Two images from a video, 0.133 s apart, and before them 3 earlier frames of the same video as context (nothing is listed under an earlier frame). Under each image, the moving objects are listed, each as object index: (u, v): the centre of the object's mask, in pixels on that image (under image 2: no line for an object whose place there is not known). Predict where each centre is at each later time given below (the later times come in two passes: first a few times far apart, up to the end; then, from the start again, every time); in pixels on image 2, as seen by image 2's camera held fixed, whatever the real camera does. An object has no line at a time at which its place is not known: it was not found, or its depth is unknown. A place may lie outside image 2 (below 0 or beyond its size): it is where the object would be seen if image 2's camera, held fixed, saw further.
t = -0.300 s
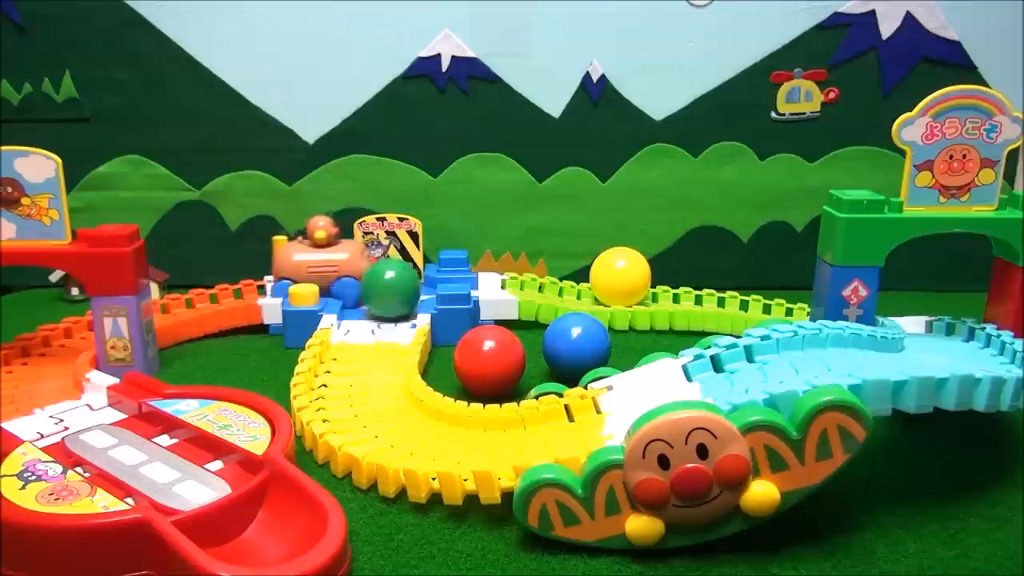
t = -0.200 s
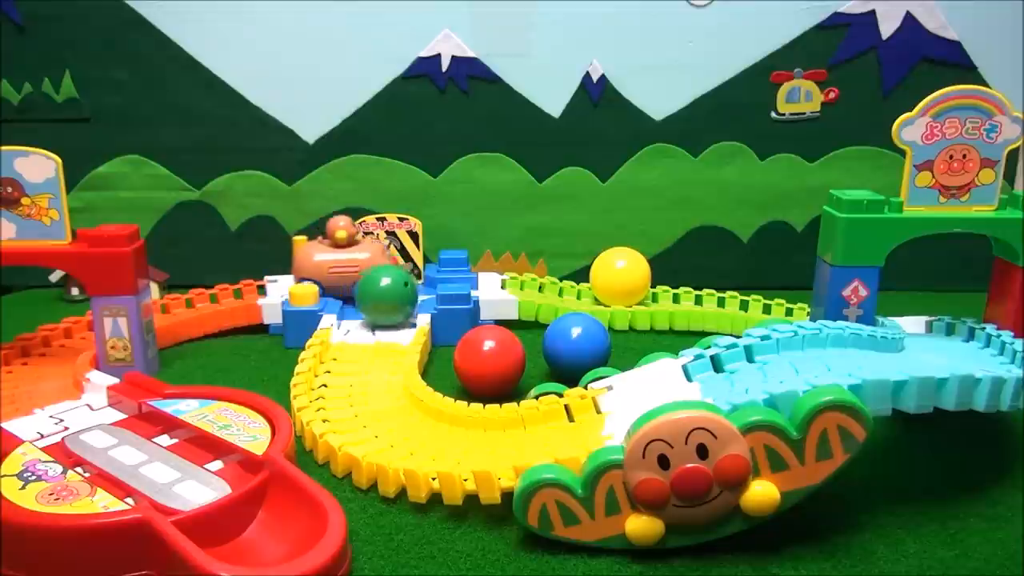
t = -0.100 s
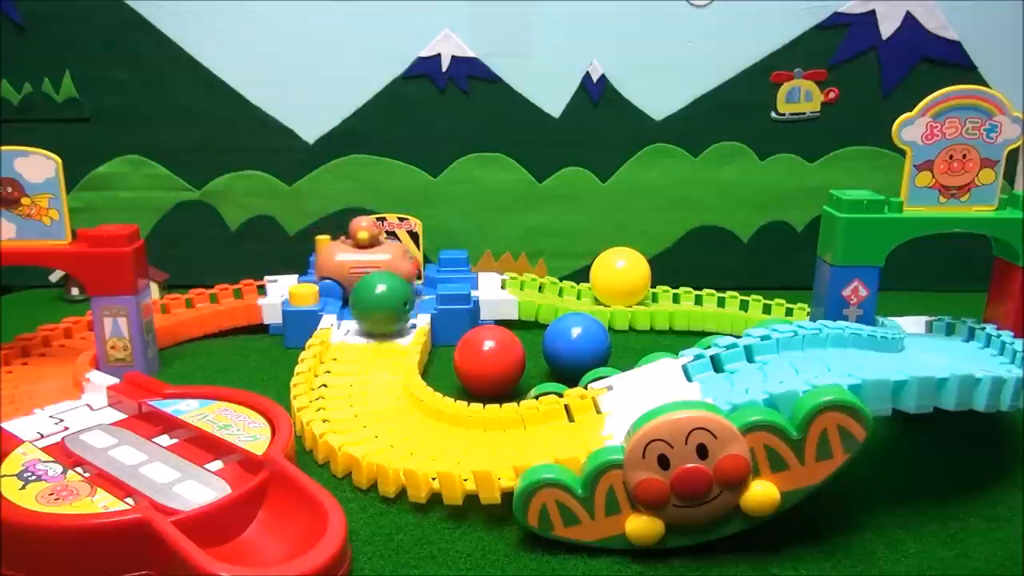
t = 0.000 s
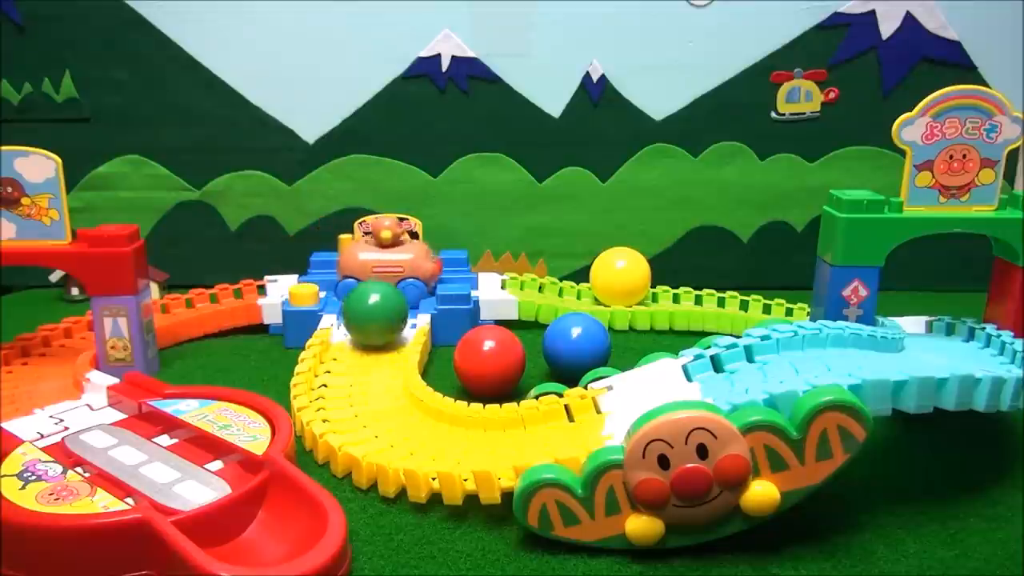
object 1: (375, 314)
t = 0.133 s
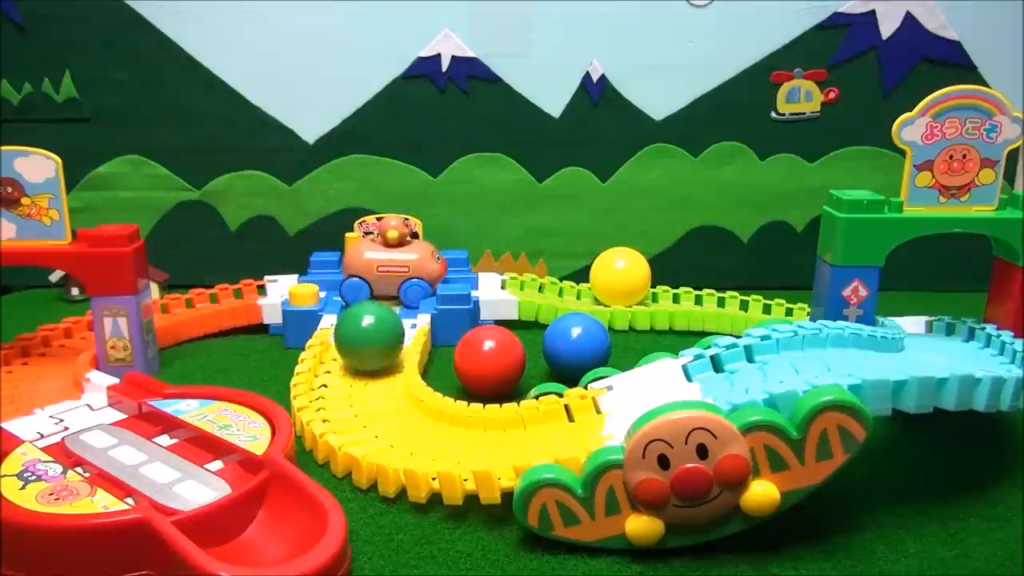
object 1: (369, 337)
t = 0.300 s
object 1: (356, 375)
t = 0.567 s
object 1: (391, 413)
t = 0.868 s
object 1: (420, 421)
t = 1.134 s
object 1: (380, 409)
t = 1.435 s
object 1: (340, 380)
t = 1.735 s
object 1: (337, 355)
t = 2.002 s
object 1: (338, 354)
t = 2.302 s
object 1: (338, 374)
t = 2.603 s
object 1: (345, 384)
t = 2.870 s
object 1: (355, 394)
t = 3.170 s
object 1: (360, 399)
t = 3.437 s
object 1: (366, 402)
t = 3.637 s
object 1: (363, 401)
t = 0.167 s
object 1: (367, 345)
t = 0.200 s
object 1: (365, 354)
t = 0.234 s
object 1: (363, 361)
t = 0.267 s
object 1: (359, 367)
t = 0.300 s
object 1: (356, 375)
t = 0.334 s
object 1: (351, 383)
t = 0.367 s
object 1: (348, 390)
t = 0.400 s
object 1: (356, 396)
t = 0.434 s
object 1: (363, 399)
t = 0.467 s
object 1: (368, 404)
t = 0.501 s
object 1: (375, 408)
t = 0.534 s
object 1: (384, 410)
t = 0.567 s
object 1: (391, 413)
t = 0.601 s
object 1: (399, 417)
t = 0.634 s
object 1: (406, 418)
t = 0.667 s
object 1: (413, 419)
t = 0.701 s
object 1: (417, 420)
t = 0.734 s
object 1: (419, 420)
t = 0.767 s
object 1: (421, 421)
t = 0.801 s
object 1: (423, 421)
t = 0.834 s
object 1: (422, 421)
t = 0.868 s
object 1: (420, 421)
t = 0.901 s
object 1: (418, 421)
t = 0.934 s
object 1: (415, 420)
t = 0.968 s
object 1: (411, 419)
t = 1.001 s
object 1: (406, 418)
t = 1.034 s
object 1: (400, 417)
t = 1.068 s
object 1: (393, 415)
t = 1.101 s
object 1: (387, 413)
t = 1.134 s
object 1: (380, 409)
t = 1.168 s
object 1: (373, 407)
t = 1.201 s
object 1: (368, 403)
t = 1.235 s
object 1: (363, 402)
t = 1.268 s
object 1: (357, 398)
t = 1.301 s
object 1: (354, 393)
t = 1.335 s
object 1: (351, 391)
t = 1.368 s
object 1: (347, 386)
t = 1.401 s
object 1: (343, 383)
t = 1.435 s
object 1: (340, 380)
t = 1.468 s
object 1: (339, 378)
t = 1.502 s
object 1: (338, 374)
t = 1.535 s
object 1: (338, 372)
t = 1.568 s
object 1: (337, 367)
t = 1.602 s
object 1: (336, 364)
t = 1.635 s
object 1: (336, 364)
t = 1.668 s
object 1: (336, 359)
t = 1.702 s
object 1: (336, 357)
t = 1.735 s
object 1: (337, 355)
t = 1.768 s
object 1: (338, 353)
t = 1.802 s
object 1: (339, 350)
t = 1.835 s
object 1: (339, 349)
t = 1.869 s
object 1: (339, 349)
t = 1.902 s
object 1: (339, 349)
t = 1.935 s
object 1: (339, 350)
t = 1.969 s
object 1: (339, 351)
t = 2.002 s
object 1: (338, 354)
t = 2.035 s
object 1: (336, 356)
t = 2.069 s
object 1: (335, 359)
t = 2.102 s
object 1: (336, 361)
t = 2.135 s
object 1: (337, 363)
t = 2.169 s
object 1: (337, 365)
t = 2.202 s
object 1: (337, 367)
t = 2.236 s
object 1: (336, 369)
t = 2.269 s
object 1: (337, 371)
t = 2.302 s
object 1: (338, 374)
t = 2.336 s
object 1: (339, 374)
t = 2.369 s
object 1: (339, 375)
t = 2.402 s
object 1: (339, 376)
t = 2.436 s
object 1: (340, 378)
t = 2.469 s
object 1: (340, 379)
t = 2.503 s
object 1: (341, 380)
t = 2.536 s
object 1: (343, 382)
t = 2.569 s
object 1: (344, 383)
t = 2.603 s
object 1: (345, 384)
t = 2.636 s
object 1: (346, 386)
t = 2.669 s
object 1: (347, 387)
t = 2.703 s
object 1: (347, 388)
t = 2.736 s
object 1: (349, 389)
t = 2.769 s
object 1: (351, 390)
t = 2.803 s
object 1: (352, 392)
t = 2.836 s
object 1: (354, 393)
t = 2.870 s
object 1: (355, 394)
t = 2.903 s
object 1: (356, 394)
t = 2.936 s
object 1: (356, 395)
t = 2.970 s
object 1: (357, 396)
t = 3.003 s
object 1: (358, 396)
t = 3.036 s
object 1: (358, 397)
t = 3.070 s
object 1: (359, 398)
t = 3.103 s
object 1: (359, 398)
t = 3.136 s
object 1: (360, 398)
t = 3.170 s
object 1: (360, 399)
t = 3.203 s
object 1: (361, 399)
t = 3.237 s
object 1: (361, 400)
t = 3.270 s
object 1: (362, 400)
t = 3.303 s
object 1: (362, 400)
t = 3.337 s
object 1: (363, 400)
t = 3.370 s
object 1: (363, 401)
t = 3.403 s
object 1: (364, 401)
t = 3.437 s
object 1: (366, 402)
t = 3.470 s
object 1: (366, 402)
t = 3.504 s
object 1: (365, 402)
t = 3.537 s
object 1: (364, 401)
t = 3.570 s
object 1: (363, 401)
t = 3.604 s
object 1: (363, 401)
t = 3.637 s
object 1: (363, 401)
